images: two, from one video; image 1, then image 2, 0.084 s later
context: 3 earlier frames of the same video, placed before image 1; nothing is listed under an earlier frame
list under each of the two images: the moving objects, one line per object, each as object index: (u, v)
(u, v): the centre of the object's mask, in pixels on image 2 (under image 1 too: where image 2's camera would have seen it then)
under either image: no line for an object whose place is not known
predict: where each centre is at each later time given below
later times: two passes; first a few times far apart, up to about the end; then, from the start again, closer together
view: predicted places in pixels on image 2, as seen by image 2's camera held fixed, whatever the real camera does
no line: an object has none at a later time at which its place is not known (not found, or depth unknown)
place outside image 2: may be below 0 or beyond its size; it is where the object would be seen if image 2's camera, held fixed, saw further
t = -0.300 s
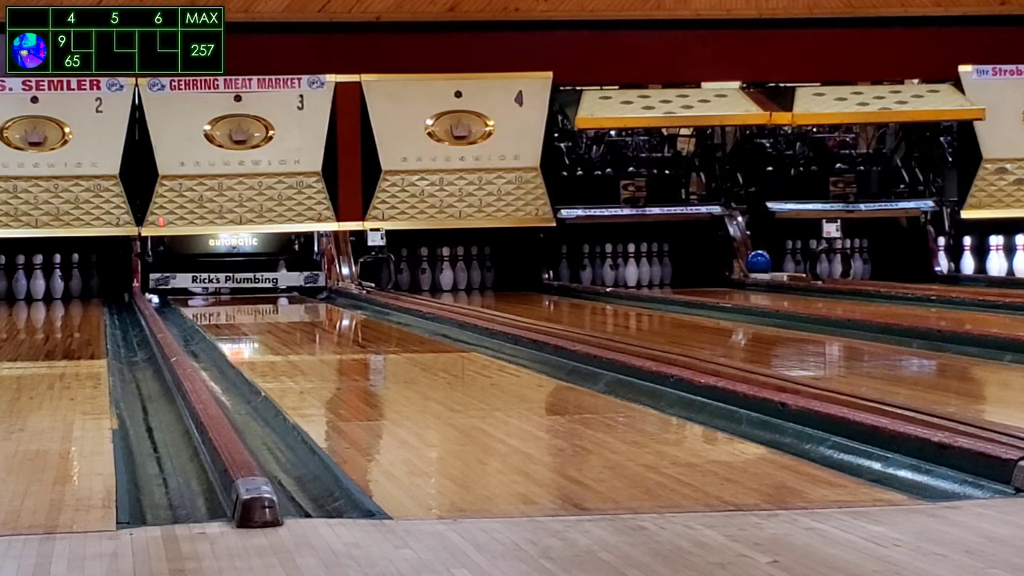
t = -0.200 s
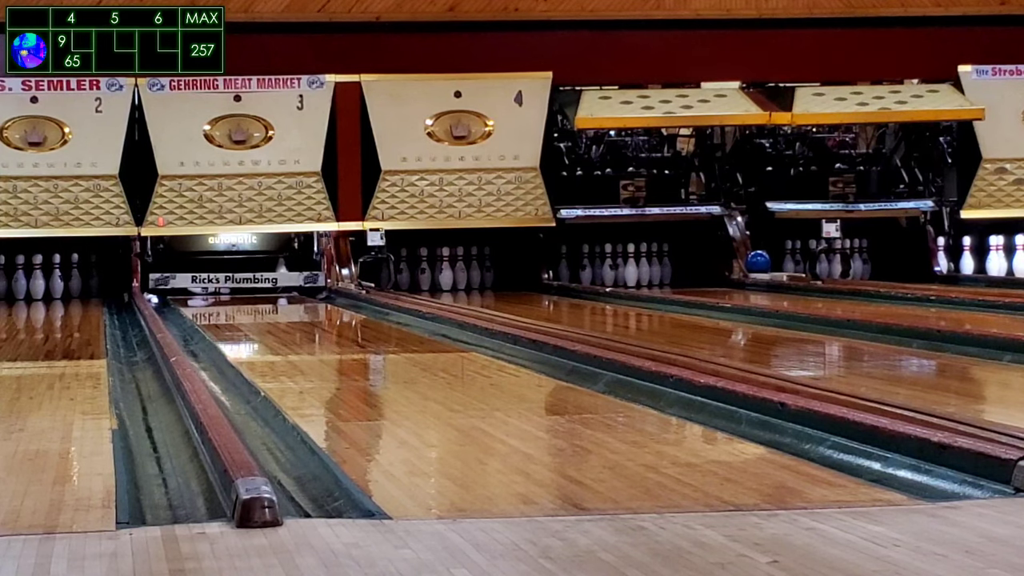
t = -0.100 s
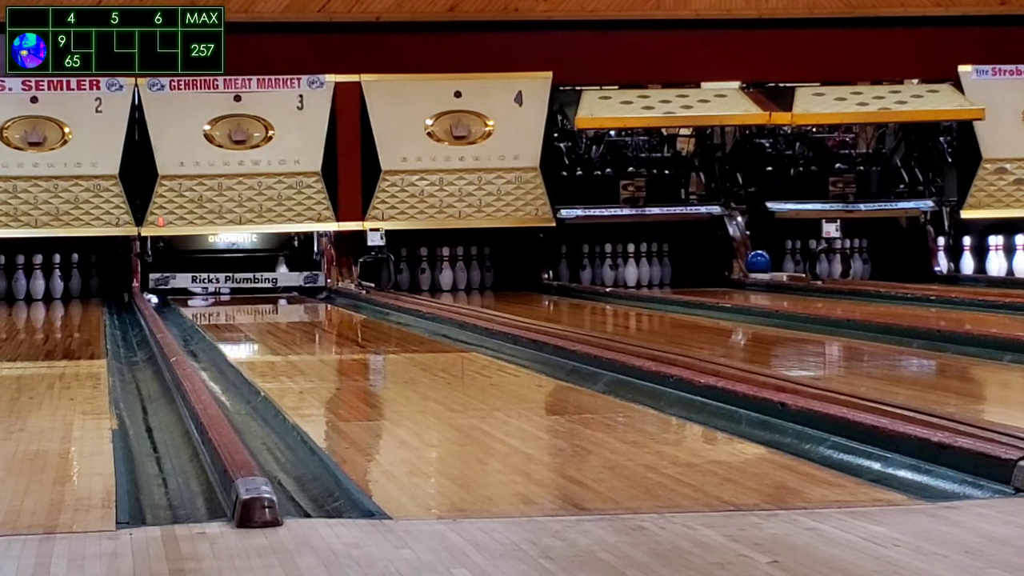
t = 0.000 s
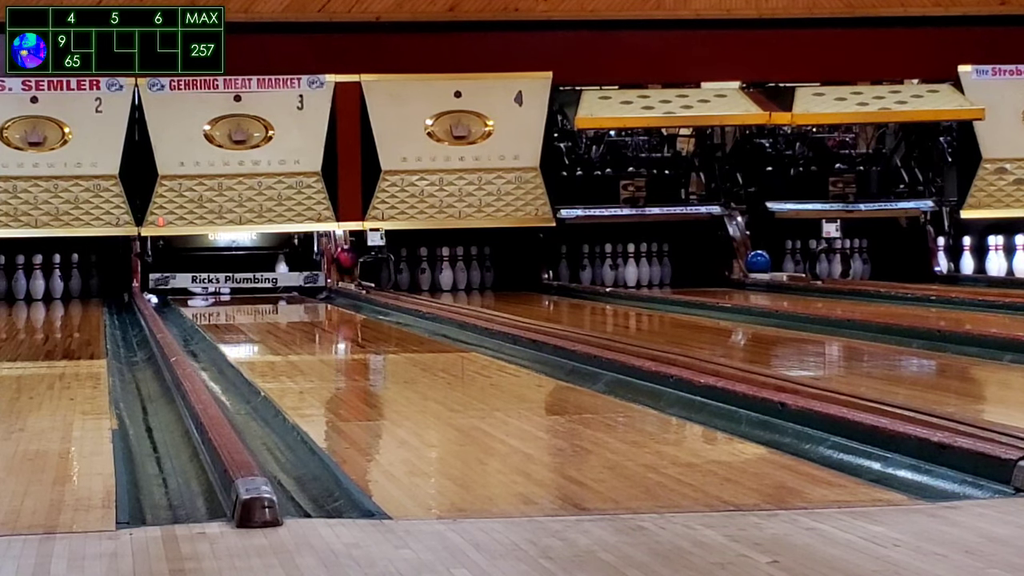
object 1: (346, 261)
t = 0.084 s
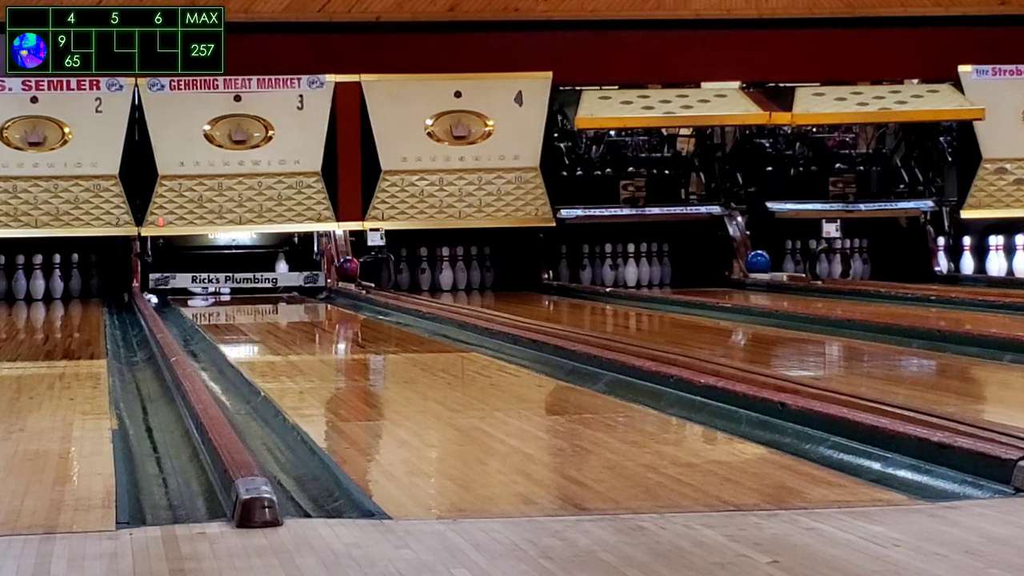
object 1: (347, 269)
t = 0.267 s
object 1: (353, 271)
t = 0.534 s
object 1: (363, 273)
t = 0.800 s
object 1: (372, 275)
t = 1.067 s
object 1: (383, 276)
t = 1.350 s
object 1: (394, 278)
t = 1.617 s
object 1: (409, 280)
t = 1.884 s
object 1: (420, 283)
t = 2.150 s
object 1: (435, 285)
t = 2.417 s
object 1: (449, 287)
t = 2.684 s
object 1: (467, 290)
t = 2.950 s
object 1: (488, 294)
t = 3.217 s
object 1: (510, 298)
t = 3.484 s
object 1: (533, 302)
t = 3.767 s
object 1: (562, 306)
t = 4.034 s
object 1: (593, 310)
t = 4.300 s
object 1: (627, 316)
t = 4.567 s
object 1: (666, 323)
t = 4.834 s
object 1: (713, 331)
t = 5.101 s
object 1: (768, 342)
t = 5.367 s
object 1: (836, 354)
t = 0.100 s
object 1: (348, 270)
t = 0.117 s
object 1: (348, 270)
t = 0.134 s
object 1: (347, 270)
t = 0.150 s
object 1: (347, 270)
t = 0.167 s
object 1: (347, 270)
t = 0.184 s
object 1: (347, 270)
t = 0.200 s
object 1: (348, 270)
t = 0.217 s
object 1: (348, 270)
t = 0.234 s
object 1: (348, 270)
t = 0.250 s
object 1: (349, 270)
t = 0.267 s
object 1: (353, 271)
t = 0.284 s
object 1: (355, 271)
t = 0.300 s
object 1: (356, 271)
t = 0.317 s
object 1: (356, 272)
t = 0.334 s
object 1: (356, 272)
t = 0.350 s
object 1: (357, 272)
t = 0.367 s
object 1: (358, 272)
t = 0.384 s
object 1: (359, 271)
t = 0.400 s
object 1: (360, 272)
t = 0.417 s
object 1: (360, 272)
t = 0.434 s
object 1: (360, 272)
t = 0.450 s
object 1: (361, 272)
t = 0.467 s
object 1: (361, 272)
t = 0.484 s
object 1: (362, 272)
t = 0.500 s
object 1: (363, 273)
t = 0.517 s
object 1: (363, 273)
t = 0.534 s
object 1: (363, 273)
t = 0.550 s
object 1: (364, 273)
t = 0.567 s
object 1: (365, 273)
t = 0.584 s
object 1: (367, 273)
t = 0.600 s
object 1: (368, 273)
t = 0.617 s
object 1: (369, 273)
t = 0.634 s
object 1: (371, 274)
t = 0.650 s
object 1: (372, 274)
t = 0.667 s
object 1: (372, 274)
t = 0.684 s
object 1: (372, 274)
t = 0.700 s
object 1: (372, 274)
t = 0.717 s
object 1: (373, 275)
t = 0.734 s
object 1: (373, 274)
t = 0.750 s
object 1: (372, 275)
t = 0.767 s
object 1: (372, 275)
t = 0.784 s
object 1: (372, 274)
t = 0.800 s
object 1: (372, 275)
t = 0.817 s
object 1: (373, 275)
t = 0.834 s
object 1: (373, 275)
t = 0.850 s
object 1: (374, 275)
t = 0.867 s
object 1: (374, 275)
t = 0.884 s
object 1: (374, 275)
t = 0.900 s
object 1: (376, 275)
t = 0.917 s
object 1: (376, 275)
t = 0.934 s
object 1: (376, 275)
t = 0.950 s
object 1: (377, 275)
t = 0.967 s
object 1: (378, 276)
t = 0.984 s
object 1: (378, 276)
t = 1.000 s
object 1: (379, 276)
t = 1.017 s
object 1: (379, 276)
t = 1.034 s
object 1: (381, 276)
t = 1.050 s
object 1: (382, 276)
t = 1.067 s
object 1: (383, 276)
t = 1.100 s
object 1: (386, 277)
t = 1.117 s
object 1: (386, 277)
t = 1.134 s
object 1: (387, 277)
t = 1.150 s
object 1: (387, 277)
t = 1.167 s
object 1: (388, 277)
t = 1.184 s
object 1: (388, 277)
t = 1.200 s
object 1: (388, 277)
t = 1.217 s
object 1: (389, 277)
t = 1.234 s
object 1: (390, 278)
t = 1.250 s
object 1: (390, 278)
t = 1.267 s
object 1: (390, 278)
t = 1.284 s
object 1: (391, 278)
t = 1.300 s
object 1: (393, 278)
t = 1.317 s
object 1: (393, 278)
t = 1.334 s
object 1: (394, 278)
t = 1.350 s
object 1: (394, 278)
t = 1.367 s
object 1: (395, 278)
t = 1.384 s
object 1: (395, 278)
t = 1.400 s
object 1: (395, 279)
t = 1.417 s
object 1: (396, 279)
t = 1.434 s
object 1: (397, 279)
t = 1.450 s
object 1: (398, 279)
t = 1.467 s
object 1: (399, 279)
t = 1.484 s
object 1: (400, 279)
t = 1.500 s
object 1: (402, 279)
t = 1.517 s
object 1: (404, 279)
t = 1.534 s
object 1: (405, 280)
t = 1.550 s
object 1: (406, 280)
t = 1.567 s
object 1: (406, 280)
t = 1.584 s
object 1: (407, 280)
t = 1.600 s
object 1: (408, 280)
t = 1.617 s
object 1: (409, 280)
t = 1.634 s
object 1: (408, 280)
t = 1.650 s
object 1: (409, 280)
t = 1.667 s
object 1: (409, 280)
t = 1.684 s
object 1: (410, 281)
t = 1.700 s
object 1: (411, 281)
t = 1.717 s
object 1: (412, 281)
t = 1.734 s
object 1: (413, 281)
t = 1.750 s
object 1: (414, 281)
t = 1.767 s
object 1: (415, 281)
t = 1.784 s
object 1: (415, 282)
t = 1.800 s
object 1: (416, 282)
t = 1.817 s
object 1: (416, 282)
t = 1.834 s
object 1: (417, 282)
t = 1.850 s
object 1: (418, 282)
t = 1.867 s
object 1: (418, 283)
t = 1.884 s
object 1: (420, 283)
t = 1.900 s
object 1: (421, 283)
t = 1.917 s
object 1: (422, 283)
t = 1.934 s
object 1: (424, 283)
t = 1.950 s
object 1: (425, 283)
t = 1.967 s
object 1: (426, 283)
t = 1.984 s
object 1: (428, 283)
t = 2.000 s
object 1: (429, 284)
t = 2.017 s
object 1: (429, 284)
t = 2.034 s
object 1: (430, 284)
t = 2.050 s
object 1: (431, 284)
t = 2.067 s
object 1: (432, 284)
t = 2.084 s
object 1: (433, 285)
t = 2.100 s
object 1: (433, 285)
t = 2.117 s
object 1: (434, 285)
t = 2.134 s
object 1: (434, 285)
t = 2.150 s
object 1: (435, 285)
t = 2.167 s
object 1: (436, 285)
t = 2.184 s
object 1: (437, 285)
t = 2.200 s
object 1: (438, 286)
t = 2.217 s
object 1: (439, 286)
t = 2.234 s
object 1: (441, 286)
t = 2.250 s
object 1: (442, 287)
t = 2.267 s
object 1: (443, 287)
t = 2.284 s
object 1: (443, 287)
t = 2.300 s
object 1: (445, 287)
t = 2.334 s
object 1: (446, 287)
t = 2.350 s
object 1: (447, 287)
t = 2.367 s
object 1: (447, 287)
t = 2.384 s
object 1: (448, 287)
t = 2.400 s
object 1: (449, 287)
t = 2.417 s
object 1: (449, 287)
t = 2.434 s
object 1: (450, 287)
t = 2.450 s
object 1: (452, 287)
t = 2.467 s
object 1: (453, 288)
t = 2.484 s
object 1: (454, 288)
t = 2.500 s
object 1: (455, 288)
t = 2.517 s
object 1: (456, 288)
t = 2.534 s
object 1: (457, 289)
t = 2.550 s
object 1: (458, 289)
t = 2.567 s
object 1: (459, 289)
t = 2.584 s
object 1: (461, 289)
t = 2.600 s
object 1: (462, 289)
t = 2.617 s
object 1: (463, 289)
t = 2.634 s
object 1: (464, 290)
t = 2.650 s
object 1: (465, 290)
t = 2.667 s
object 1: (466, 290)
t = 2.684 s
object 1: (467, 290)
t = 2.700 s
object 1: (469, 290)
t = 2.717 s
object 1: (470, 291)
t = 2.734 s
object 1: (471, 291)
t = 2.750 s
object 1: (472, 291)
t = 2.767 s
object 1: (474, 292)
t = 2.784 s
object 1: (475, 292)
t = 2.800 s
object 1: (476, 292)
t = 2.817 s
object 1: (477, 292)
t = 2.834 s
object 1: (479, 292)
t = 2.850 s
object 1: (480, 292)
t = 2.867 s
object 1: (481, 293)
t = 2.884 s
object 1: (482, 293)
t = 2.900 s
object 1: (483, 293)
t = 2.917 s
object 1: (485, 293)
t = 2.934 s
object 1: (486, 294)
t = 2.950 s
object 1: (488, 294)
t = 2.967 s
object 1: (489, 294)
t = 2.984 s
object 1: (490, 294)
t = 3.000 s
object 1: (491, 295)
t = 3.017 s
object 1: (493, 295)
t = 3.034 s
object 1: (494, 295)
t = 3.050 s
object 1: (495, 295)
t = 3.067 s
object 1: (497, 295)
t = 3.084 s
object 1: (498, 296)
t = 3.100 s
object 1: (500, 296)
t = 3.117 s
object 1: (501, 296)
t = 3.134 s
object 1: (503, 296)
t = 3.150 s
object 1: (505, 297)
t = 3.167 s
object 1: (506, 297)
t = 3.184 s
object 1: (507, 297)
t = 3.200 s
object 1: (508, 297)
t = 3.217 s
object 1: (510, 298)
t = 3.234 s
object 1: (511, 298)
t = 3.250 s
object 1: (512, 298)
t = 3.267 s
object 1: (513, 299)
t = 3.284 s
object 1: (515, 299)
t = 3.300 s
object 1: (516, 299)
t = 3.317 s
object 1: (518, 299)
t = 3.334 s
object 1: (519, 300)
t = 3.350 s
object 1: (521, 300)
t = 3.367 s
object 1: (523, 300)
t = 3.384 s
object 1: (524, 301)
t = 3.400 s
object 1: (526, 301)
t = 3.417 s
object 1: (527, 301)
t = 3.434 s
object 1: (529, 301)
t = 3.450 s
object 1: (530, 301)
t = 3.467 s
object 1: (531, 301)
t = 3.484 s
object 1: (533, 302)
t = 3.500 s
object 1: (534, 302)
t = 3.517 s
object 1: (536, 302)
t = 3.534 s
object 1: (538, 302)
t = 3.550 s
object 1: (539, 303)
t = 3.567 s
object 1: (541, 303)
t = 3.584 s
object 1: (543, 303)
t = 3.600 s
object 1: (545, 303)
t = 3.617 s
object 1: (547, 304)
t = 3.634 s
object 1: (548, 304)
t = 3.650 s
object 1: (550, 304)
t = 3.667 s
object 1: (552, 304)
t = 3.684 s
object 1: (553, 305)
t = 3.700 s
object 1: (555, 305)
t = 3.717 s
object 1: (556, 305)
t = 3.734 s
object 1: (558, 306)
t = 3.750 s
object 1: (560, 306)
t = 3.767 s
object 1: (562, 306)
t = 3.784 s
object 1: (564, 306)
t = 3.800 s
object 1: (566, 307)
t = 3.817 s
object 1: (568, 307)
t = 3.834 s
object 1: (570, 307)
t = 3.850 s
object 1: (571, 307)
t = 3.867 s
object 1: (573, 308)
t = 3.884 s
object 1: (575, 308)
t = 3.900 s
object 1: (577, 308)
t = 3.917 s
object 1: (578, 308)
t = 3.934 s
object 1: (580, 309)
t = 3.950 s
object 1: (582, 309)
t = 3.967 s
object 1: (584, 310)
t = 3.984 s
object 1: (587, 309)
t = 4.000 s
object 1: (589, 310)
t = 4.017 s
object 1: (591, 310)
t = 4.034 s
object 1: (593, 310)
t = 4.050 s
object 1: (594, 311)
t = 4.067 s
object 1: (597, 311)
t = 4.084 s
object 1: (599, 312)
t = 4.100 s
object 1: (600, 312)
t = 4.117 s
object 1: (603, 312)
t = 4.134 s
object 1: (605, 313)
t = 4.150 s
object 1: (607, 314)
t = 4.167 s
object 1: (609, 314)
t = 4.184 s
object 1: (611, 314)
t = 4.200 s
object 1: (613, 315)
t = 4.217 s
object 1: (615, 315)
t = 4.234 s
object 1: (617, 315)
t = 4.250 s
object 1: (620, 315)
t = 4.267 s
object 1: (622, 316)
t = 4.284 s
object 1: (624, 316)
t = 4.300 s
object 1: (627, 316)
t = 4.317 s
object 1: (629, 317)
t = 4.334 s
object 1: (632, 317)
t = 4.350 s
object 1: (634, 318)
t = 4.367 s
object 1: (637, 318)
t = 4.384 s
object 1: (639, 319)
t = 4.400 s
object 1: (641, 319)
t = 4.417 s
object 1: (643, 319)
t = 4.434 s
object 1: (646, 320)
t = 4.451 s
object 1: (649, 320)
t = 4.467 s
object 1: (651, 321)
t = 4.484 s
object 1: (654, 321)
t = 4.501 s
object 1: (657, 321)
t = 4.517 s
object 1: (659, 322)
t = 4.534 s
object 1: (662, 322)
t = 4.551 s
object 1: (664, 323)
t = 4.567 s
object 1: (666, 323)
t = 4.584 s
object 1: (670, 323)
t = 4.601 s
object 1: (672, 324)
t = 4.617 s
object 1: (675, 324)
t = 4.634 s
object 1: (678, 324)
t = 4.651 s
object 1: (680, 325)
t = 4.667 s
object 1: (683, 326)
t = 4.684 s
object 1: (686, 326)
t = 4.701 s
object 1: (689, 327)
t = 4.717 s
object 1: (692, 327)
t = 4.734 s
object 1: (695, 327)
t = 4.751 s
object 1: (698, 328)
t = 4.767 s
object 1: (701, 329)
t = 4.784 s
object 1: (705, 330)
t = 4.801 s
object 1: (707, 330)
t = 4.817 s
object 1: (710, 331)
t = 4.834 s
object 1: (713, 331)
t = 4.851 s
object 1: (716, 332)
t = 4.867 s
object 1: (719, 333)
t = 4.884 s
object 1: (722, 333)
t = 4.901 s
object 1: (726, 334)
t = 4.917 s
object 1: (729, 335)
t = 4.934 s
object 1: (732, 335)
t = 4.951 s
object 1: (736, 336)
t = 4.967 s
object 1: (739, 337)
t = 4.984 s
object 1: (743, 337)
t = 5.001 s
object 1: (746, 338)
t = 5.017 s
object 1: (750, 339)
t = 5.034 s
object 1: (754, 340)
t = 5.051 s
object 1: (758, 340)
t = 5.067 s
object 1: (761, 341)
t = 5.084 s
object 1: (765, 342)
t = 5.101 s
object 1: (768, 342)
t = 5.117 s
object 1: (772, 343)
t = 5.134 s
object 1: (776, 344)
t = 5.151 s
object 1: (780, 344)
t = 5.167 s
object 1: (784, 345)
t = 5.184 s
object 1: (788, 346)
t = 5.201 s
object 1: (792, 347)
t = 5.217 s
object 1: (796, 347)
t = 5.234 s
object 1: (800, 348)
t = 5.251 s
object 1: (805, 349)
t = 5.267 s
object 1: (809, 350)
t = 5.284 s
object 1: (813, 351)
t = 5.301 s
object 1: (817, 351)
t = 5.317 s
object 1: (822, 352)
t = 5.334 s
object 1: (826, 353)
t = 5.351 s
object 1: (831, 353)
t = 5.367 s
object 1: (836, 354)
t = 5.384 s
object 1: (840, 355)
